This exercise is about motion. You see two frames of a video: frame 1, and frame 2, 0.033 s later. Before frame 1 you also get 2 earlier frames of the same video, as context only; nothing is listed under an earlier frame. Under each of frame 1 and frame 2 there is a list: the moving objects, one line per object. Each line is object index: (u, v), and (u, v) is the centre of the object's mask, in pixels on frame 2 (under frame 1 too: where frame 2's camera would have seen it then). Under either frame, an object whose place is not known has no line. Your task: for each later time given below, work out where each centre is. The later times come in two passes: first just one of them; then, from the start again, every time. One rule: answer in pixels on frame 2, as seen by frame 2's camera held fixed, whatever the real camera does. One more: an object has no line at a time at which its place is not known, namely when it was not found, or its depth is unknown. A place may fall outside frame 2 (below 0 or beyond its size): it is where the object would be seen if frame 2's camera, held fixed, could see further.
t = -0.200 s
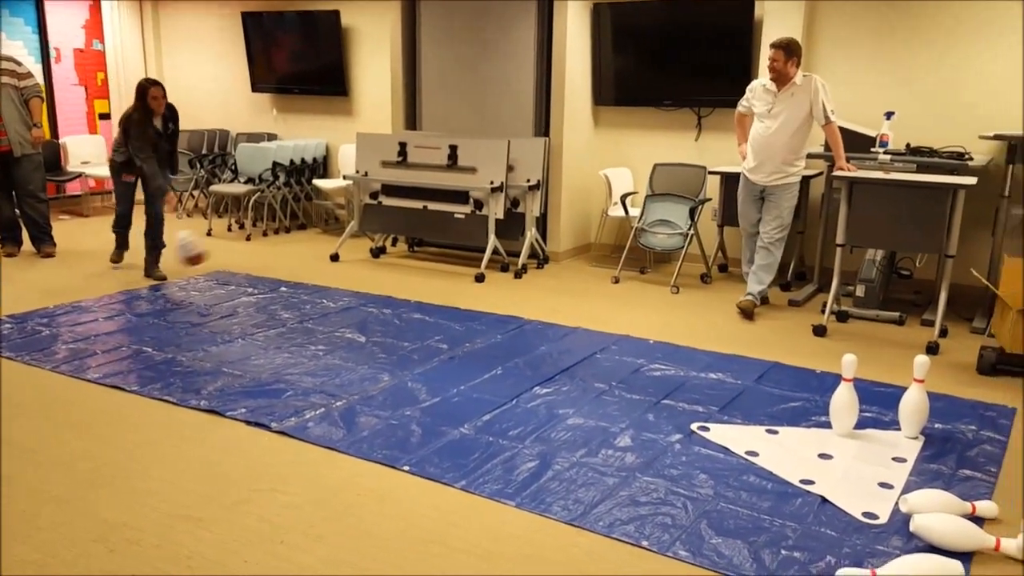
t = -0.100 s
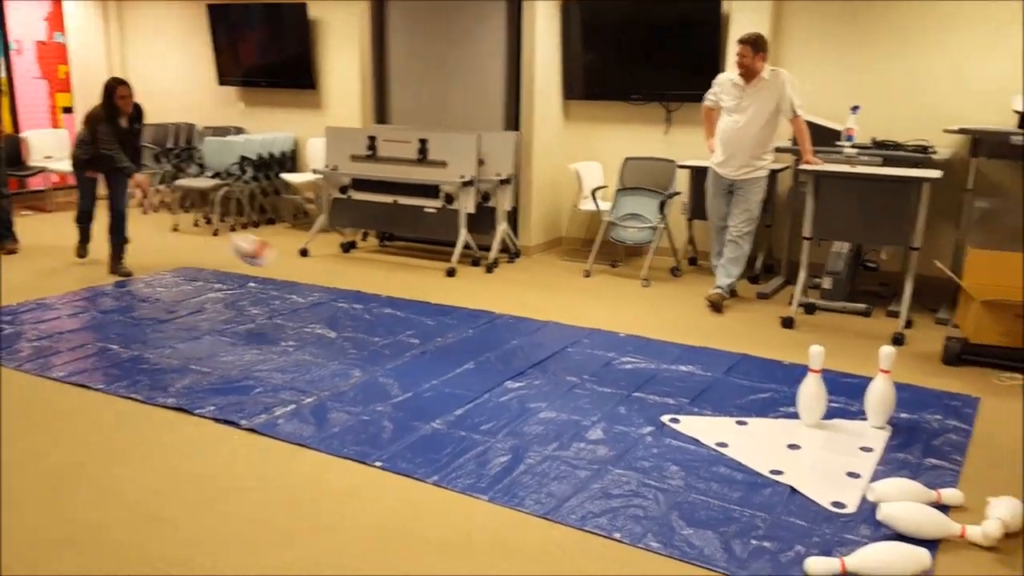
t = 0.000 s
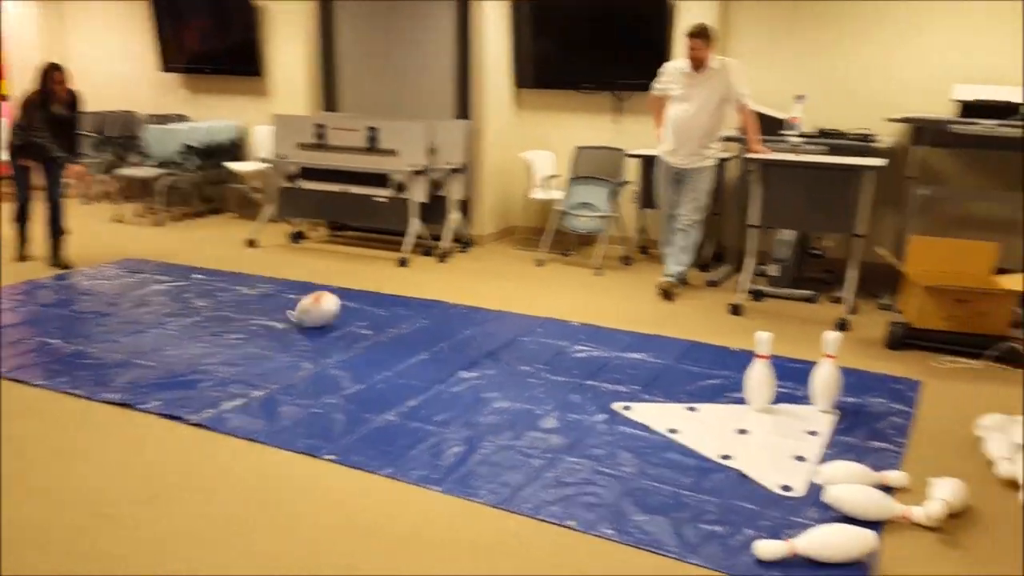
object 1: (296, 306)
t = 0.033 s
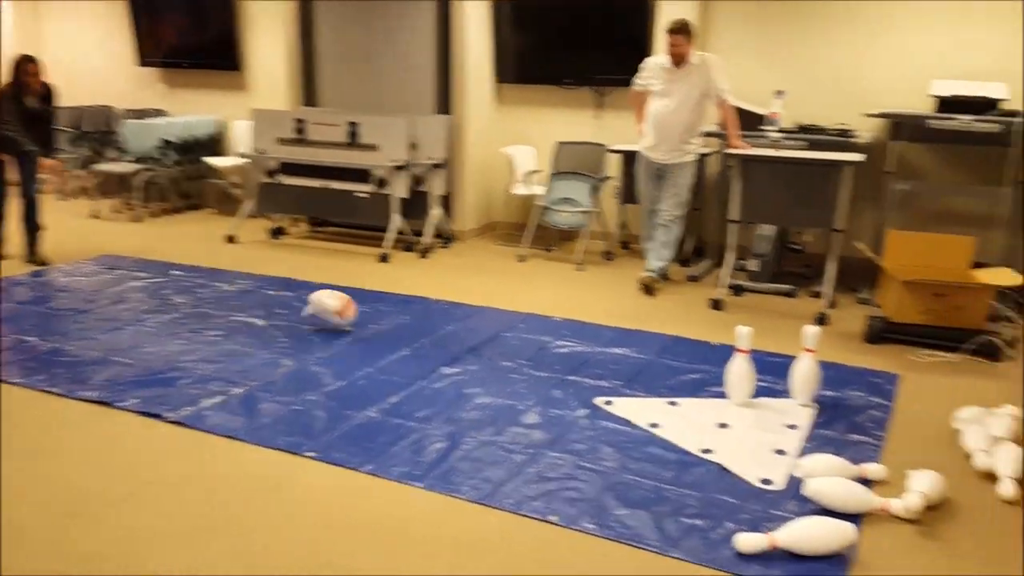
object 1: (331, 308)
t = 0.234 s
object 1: (564, 353)
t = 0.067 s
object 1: (371, 314)
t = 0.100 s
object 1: (411, 323)
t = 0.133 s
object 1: (451, 331)
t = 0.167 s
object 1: (488, 334)
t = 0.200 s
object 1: (526, 341)
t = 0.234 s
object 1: (564, 353)
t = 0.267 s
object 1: (603, 361)
